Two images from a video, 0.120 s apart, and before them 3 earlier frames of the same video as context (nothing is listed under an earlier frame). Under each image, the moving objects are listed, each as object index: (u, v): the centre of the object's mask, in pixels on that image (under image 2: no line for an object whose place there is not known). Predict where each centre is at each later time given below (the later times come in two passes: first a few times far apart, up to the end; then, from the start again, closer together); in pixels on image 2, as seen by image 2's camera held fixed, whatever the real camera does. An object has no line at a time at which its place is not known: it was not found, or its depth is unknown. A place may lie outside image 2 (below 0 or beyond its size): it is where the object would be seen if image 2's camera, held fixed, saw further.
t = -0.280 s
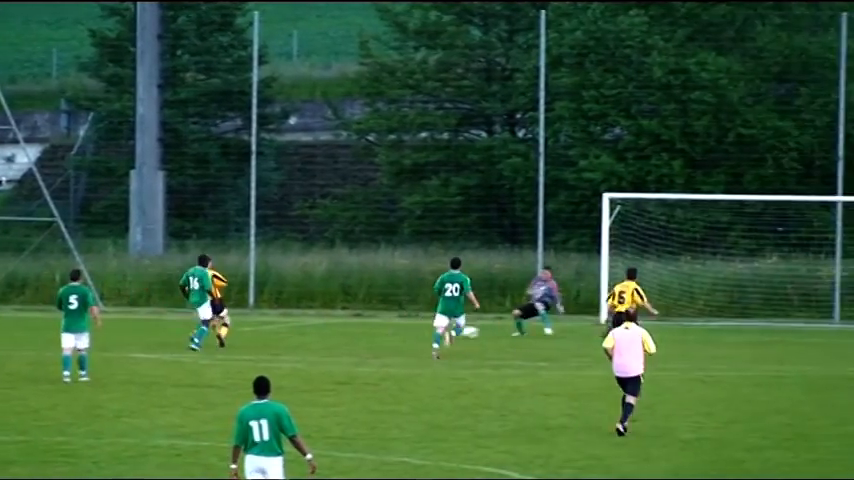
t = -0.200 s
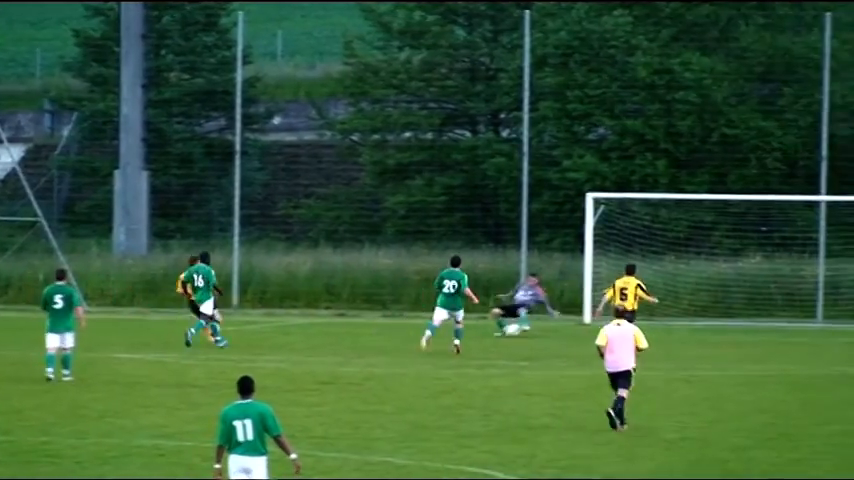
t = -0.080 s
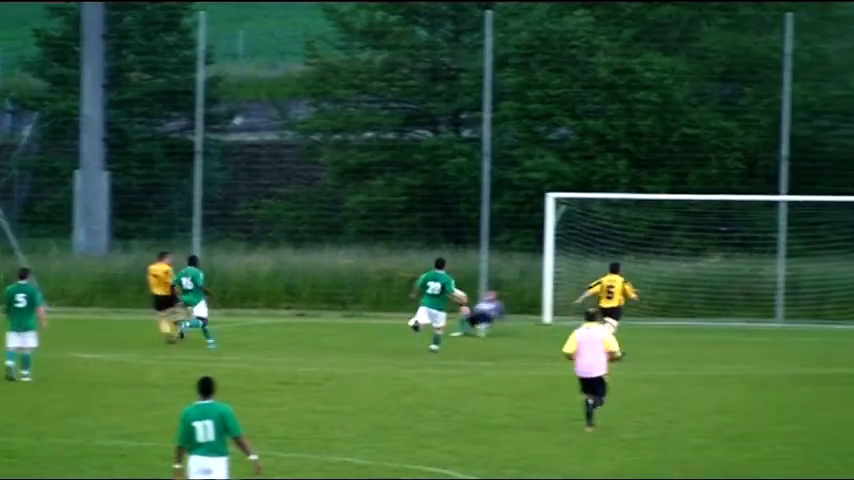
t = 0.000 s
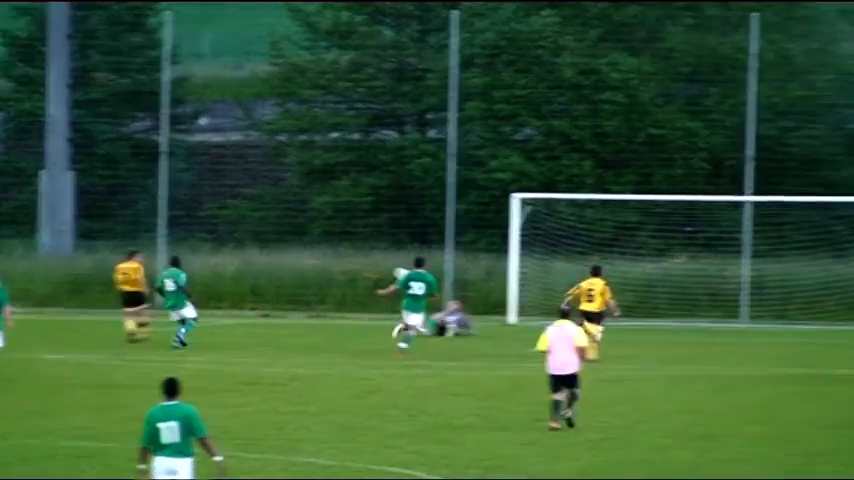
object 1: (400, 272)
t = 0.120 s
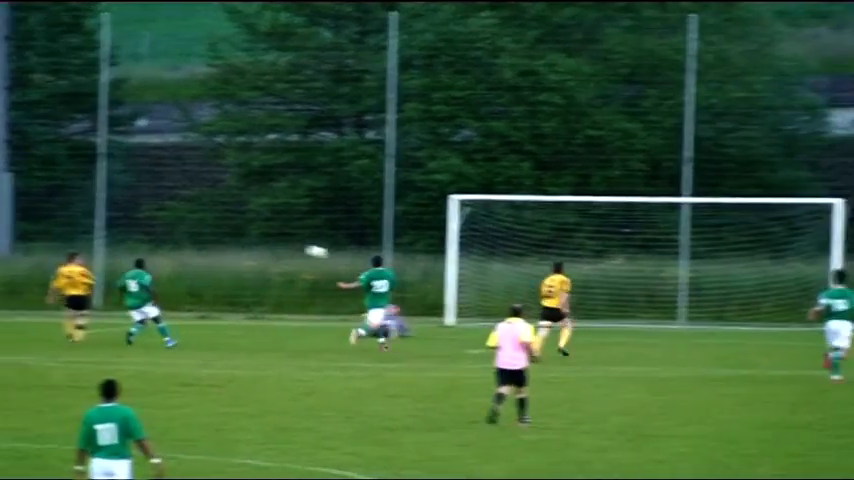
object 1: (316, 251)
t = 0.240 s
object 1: (291, 235)
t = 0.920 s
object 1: (158, 293)
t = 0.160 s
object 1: (308, 245)
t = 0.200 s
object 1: (299, 240)
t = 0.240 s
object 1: (291, 235)
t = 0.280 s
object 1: (283, 232)
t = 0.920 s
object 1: (158, 293)
